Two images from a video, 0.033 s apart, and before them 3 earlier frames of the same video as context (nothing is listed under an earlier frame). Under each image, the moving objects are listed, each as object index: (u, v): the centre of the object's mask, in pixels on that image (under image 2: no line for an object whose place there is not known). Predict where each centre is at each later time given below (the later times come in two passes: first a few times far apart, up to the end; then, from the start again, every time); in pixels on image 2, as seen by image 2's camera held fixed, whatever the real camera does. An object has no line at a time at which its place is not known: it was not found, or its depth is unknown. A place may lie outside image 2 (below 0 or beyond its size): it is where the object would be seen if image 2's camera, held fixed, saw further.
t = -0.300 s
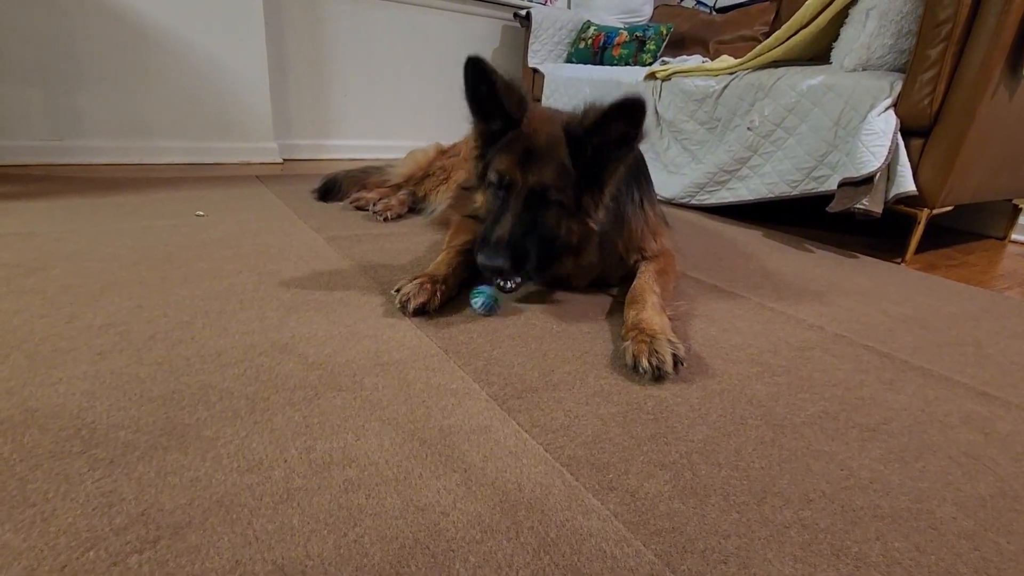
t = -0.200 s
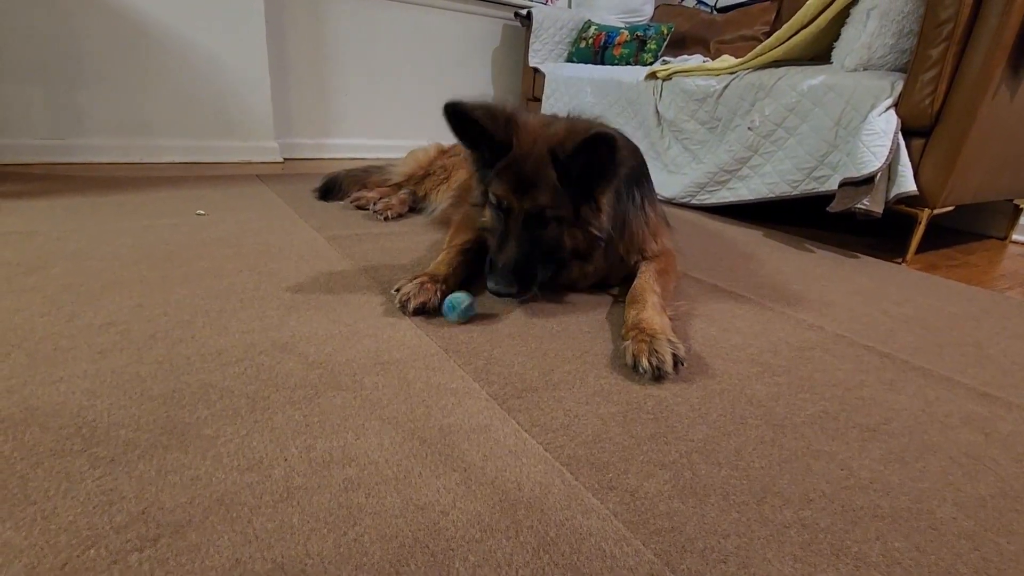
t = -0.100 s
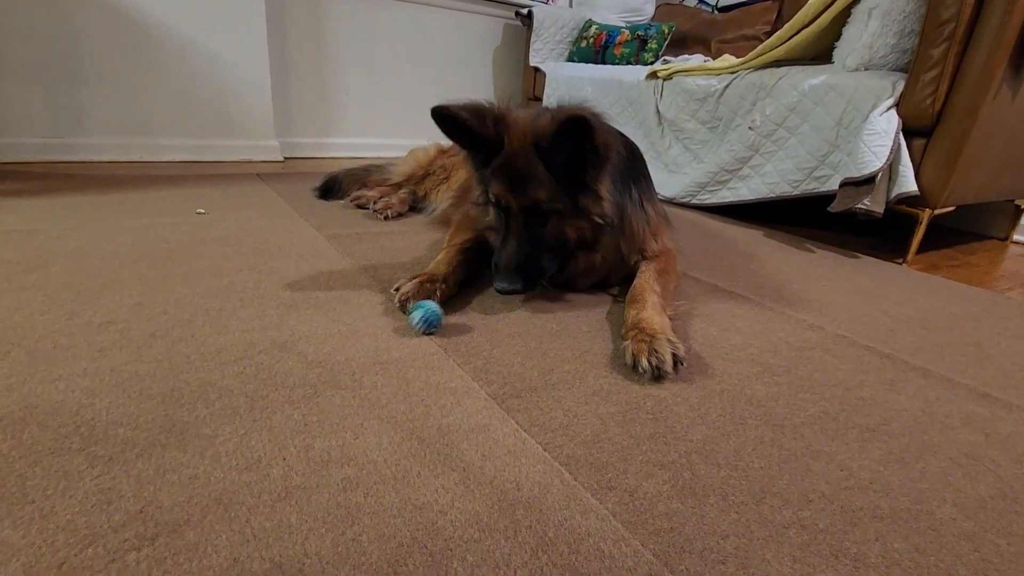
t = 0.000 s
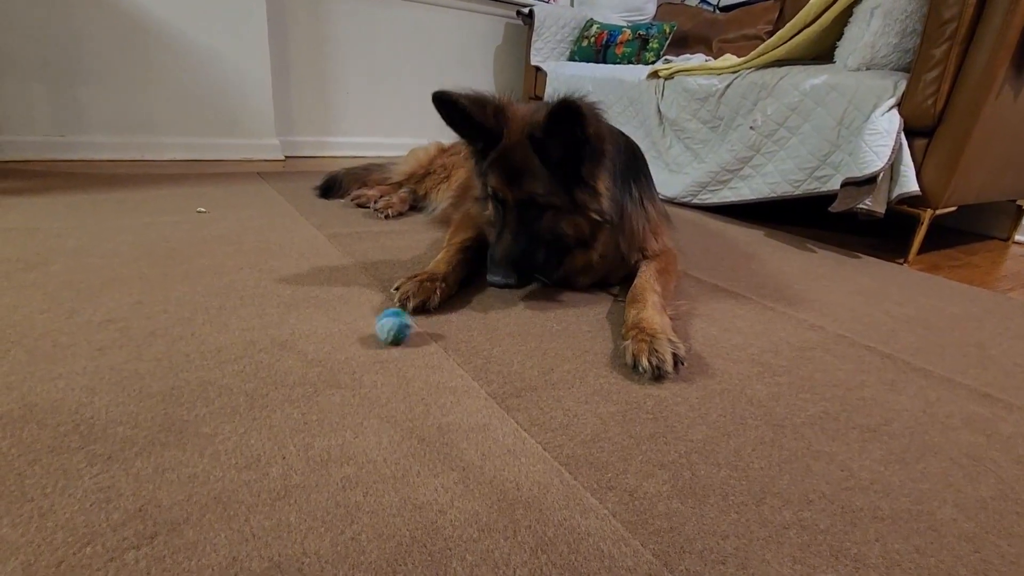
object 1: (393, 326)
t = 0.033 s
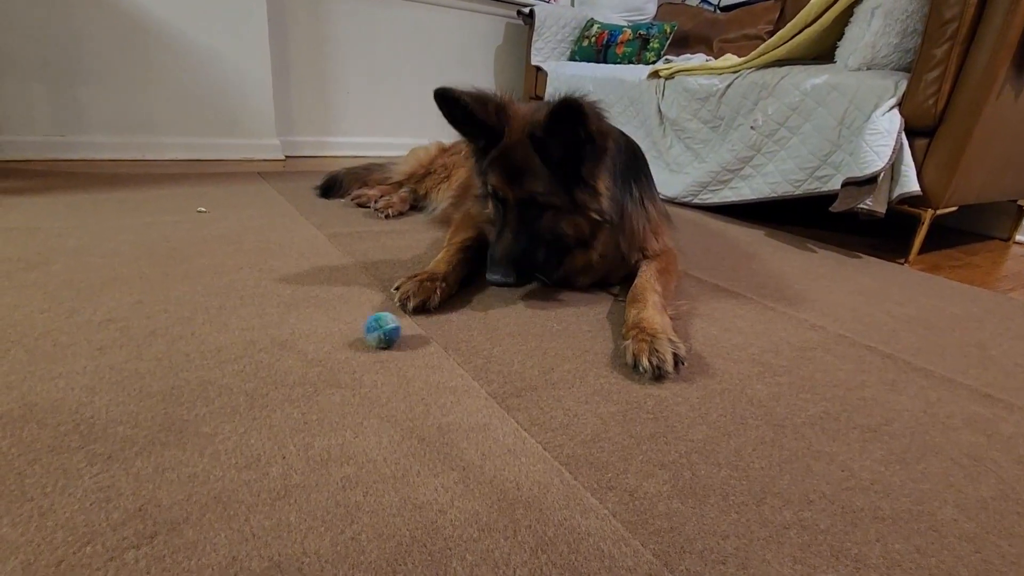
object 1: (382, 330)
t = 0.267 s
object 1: (303, 354)
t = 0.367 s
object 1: (269, 365)
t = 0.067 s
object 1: (371, 334)
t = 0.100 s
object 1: (359, 337)
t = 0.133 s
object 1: (347, 341)
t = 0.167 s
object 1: (336, 345)
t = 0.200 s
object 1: (325, 348)
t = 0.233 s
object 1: (314, 352)
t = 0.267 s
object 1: (303, 354)
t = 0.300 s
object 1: (291, 358)
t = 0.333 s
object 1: (280, 362)
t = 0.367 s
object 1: (269, 365)
